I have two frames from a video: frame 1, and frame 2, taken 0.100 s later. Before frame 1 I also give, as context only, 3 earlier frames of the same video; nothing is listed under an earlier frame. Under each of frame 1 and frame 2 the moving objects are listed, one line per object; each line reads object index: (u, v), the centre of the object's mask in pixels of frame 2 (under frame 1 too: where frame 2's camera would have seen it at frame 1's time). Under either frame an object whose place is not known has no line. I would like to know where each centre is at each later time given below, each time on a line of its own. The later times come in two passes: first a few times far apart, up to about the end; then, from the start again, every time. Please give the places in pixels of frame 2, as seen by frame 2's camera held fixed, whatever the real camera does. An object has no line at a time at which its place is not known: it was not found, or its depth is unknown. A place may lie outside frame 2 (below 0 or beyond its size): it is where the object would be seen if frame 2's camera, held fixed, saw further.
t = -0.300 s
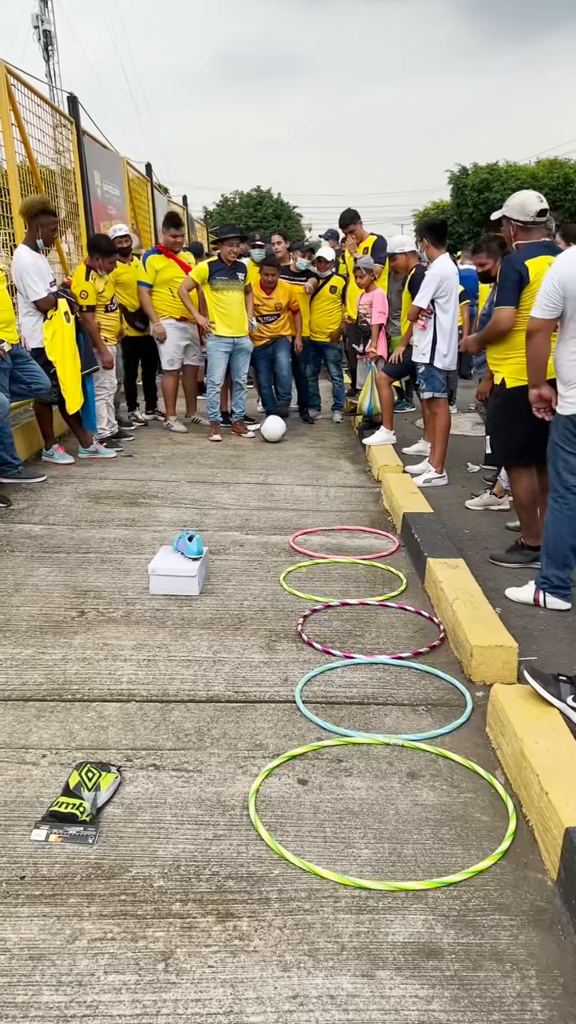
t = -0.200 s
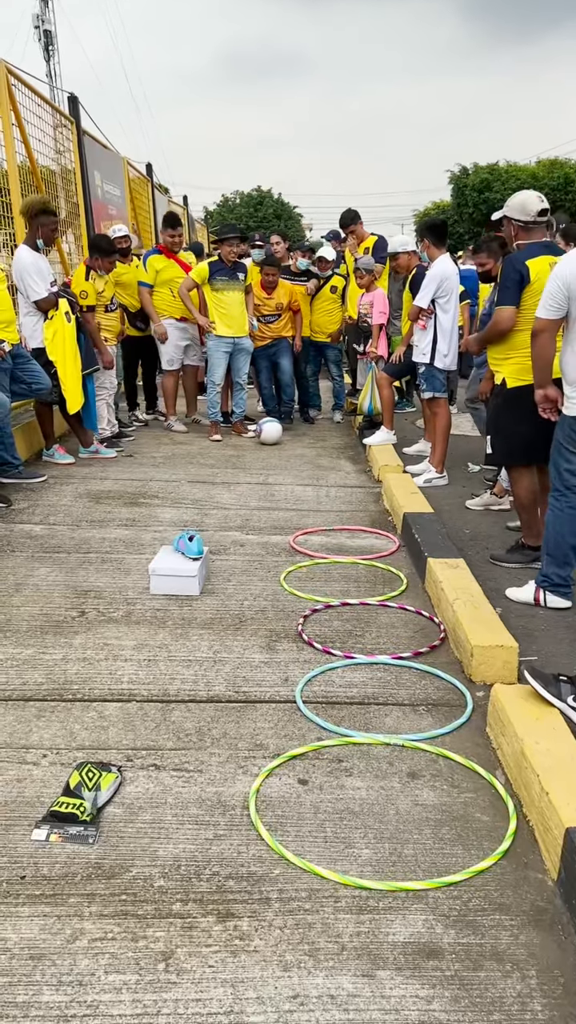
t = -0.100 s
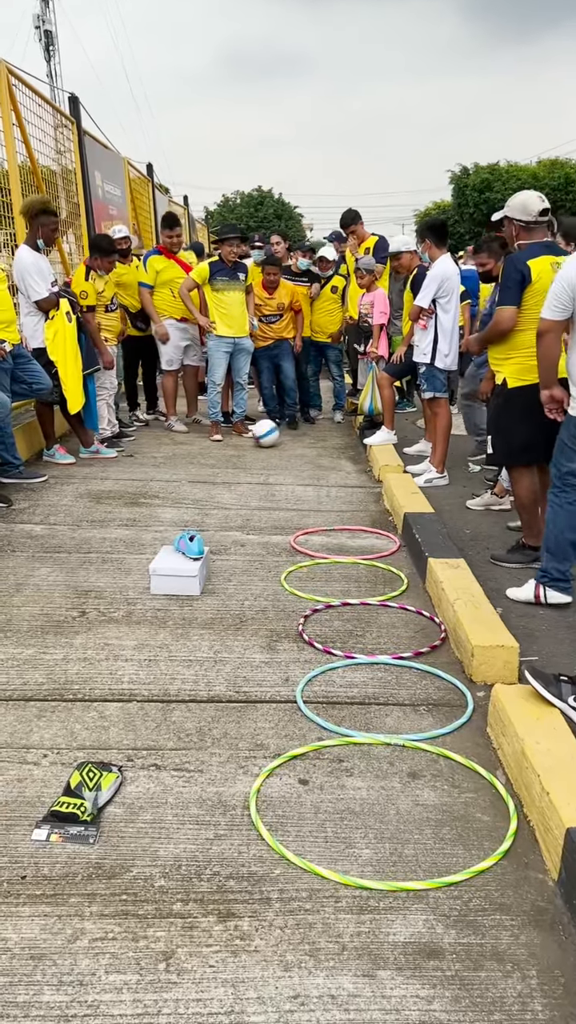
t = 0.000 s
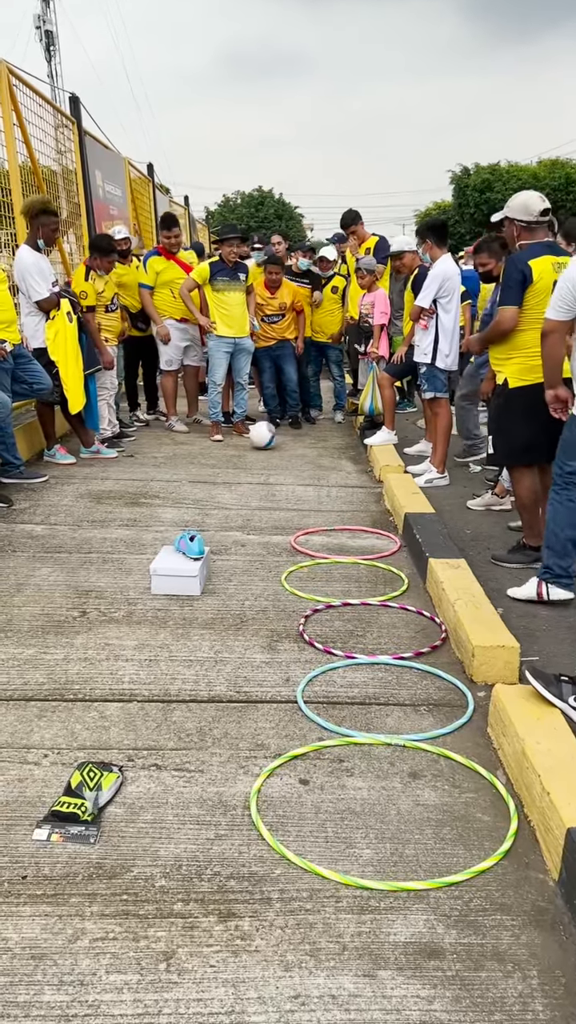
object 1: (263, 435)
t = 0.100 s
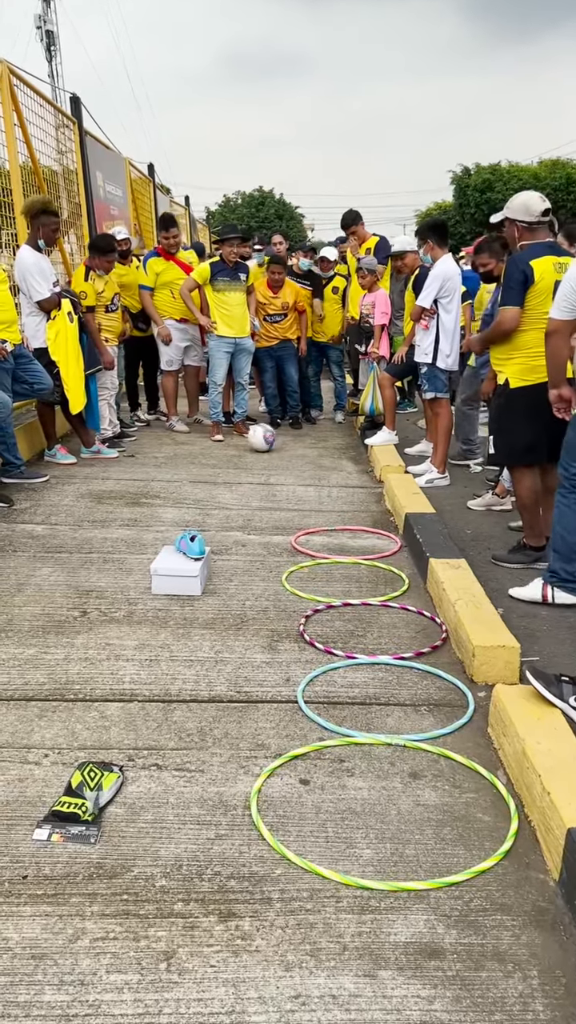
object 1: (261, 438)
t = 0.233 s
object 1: (259, 440)
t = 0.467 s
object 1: (256, 446)
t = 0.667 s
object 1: (256, 451)
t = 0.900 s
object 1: (259, 457)
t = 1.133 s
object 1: (266, 465)
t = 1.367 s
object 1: (277, 473)
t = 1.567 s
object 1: (291, 481)
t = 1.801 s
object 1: (311, 490)
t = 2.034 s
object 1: (336, 500)
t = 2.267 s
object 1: (366, 507)
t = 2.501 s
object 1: (369, 512)
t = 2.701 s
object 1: (362, 519)
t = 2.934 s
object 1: (356, 524)
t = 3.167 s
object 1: (349, 530)
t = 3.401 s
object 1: (341, 534)
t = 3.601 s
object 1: (334, 534)
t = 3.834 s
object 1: (330, 531)
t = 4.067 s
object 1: (329, 527)
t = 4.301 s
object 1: (329, 524)
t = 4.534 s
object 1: (329, 522)
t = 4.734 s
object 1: (330, 522)
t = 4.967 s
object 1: (331, 524)
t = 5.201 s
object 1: (333, 527)
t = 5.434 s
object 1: (337, 533)
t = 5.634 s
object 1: (340, 534)
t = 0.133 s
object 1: (261, 438)
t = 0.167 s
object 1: (260, 439)
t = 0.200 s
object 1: (260, 439)
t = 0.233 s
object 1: (259, 440)
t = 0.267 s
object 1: (259, 440)
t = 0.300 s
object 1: (258, 441)
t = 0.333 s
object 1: (258, 443)
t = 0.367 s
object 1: (258, 444)
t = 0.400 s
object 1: (257, 445)
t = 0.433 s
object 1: (257, 446)
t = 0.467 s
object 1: (256, 446)
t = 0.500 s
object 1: (256, 447)
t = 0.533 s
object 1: (256, 448)
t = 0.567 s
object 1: (256, 449)
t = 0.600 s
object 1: (256, 449)
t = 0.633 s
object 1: (255, 450)
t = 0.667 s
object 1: (256, 451)
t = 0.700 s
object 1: (256, 452)
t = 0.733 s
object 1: (256, 453)
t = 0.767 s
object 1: (257, 454)
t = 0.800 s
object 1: (257, 454)
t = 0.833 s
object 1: (258, 455)
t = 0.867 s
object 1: (258, 456)
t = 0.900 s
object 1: (259, 457)
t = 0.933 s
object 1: (260, 458)
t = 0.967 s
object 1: (261, 459)
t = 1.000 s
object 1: (261, 460)
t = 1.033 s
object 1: (262, 461)
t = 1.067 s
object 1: (263, 462)
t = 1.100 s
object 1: (264, 464)
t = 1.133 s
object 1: (266, 465)
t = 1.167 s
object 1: (267, 466)
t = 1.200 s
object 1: (269, 467)
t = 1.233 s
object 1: (270, 468)
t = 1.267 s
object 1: (273, 469)
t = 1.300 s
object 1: (274, 471)
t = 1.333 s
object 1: (275, 472)
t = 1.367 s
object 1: (277, 473)
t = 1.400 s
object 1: (280, 474)
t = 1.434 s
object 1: (281, 476)
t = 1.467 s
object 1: (284, 477)
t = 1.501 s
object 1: (286, 478)
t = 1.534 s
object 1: (288, 479)
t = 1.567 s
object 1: (291, 481)
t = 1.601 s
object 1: (294, 482)
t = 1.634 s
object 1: (295, 483)
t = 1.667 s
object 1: (299, 484)
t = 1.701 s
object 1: (302, 486)
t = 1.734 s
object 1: (305, 488)
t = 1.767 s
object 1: (308, 489)
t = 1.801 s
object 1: (311, 490)
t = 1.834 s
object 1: (314, 491)
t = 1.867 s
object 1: (318, 493)
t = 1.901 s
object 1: (321, 494)
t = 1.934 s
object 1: (325, 495)
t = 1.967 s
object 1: (328, 497)
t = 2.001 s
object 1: (332, 498)
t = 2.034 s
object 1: (336, 500)
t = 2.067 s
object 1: (340, 502)
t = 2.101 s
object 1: (344, 502)
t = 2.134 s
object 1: (348, 504)
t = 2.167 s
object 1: (352, 505)
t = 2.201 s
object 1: (357, 506)
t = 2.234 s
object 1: (362, 508)
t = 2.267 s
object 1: (366, 507)
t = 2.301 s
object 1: (370, 507)
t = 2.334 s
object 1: (376, 509)
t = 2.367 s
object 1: (382, 510)
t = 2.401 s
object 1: (380, 508)
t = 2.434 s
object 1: (376, 508)
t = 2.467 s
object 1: (373, 509)
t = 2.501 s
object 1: (369, 512)
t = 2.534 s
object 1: (367, 516)
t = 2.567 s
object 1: (366, 514)
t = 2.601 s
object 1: (365, 513)
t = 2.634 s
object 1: (363, 515)
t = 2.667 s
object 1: (362, 519)
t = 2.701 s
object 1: (362, 519)
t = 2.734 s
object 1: (361, 517)
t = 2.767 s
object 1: (360, 518)
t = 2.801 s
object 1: (359, 521)
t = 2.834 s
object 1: (359, 522)
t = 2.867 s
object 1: (358, 521)
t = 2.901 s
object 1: (357, 522)
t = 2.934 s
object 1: (356, 524)
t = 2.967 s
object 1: (355, 524)
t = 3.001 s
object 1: (354, 524)
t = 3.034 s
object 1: (353, 526)
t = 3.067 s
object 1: (352, 527)
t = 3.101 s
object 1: (351, 527)
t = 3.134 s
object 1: (350, 529)
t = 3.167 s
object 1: (349, 530)
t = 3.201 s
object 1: (348, 530)
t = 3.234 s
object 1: (347, 531)
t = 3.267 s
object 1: (346, 532)
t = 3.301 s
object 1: (344, 534)
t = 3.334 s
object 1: (343, 534)
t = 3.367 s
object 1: (342, 534)
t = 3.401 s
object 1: (341, 534)
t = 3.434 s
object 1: (340, 534)
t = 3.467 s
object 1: (338, 534)
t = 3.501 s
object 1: (337, 534)
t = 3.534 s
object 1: (336, 534)
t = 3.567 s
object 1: (335, 534)
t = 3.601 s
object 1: (334, 534)
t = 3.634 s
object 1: (333, 533)
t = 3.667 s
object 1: (332, 533)
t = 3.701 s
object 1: (332, 533)
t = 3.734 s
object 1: (331, 533)
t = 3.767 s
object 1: (331, 533)
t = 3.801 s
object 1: (331, 532)
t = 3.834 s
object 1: (330, 531)
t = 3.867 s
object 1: (330, 530)
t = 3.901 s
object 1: (330, 531)
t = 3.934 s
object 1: (330, 530)
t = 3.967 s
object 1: (330, 529)
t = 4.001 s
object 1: (329, 528)
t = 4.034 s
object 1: (330, 528)
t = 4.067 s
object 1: (329, 527)
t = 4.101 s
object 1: (329, 526)
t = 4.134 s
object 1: (329, 526)
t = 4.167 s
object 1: (329, 525)
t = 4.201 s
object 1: (329, 525)
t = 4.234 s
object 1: (329, 524)
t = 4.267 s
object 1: (329, 524)
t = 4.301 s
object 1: (329, 524)
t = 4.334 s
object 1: (329, 523)
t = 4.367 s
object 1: (329, 523)
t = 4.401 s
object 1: (329, 523)
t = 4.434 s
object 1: (329, 522)
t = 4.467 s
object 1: (329, 522)
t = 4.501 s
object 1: (329, 522)
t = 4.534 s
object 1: (329, 522)
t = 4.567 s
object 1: (329, 522)
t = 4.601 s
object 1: (329, 521)
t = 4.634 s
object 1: (330, 522)
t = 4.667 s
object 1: (330, 522)
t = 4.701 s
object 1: (330, 522)
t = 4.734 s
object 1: (330, 522)
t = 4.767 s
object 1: (330, 522)
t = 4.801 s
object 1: (330, 522)
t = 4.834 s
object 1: (331, 522)
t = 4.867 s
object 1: (331, 523)
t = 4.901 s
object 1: (331, 523)
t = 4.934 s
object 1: (331, 523)
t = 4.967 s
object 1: (331, 524)
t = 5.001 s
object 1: (331, 524)
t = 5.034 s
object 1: (331, 525)
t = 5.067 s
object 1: (332, 525)
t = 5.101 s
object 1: (332, 526)
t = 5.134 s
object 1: (332, 526)
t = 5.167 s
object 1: (332, 527)
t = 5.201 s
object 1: (333, 527)
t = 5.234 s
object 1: (333, 528)
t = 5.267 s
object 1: (334, 529)
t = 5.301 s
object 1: (335, 530)
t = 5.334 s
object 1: (335, 530)
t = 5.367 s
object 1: (336, 531)
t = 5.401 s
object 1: (337, 532)
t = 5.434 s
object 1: (337, 533)
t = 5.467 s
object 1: (337, 534)
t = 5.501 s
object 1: (338, 534)
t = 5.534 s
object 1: (339, 534)
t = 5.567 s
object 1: (339, 534)
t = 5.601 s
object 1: (340, 534)
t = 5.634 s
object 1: (340, 534)
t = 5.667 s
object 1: (341, 534)
